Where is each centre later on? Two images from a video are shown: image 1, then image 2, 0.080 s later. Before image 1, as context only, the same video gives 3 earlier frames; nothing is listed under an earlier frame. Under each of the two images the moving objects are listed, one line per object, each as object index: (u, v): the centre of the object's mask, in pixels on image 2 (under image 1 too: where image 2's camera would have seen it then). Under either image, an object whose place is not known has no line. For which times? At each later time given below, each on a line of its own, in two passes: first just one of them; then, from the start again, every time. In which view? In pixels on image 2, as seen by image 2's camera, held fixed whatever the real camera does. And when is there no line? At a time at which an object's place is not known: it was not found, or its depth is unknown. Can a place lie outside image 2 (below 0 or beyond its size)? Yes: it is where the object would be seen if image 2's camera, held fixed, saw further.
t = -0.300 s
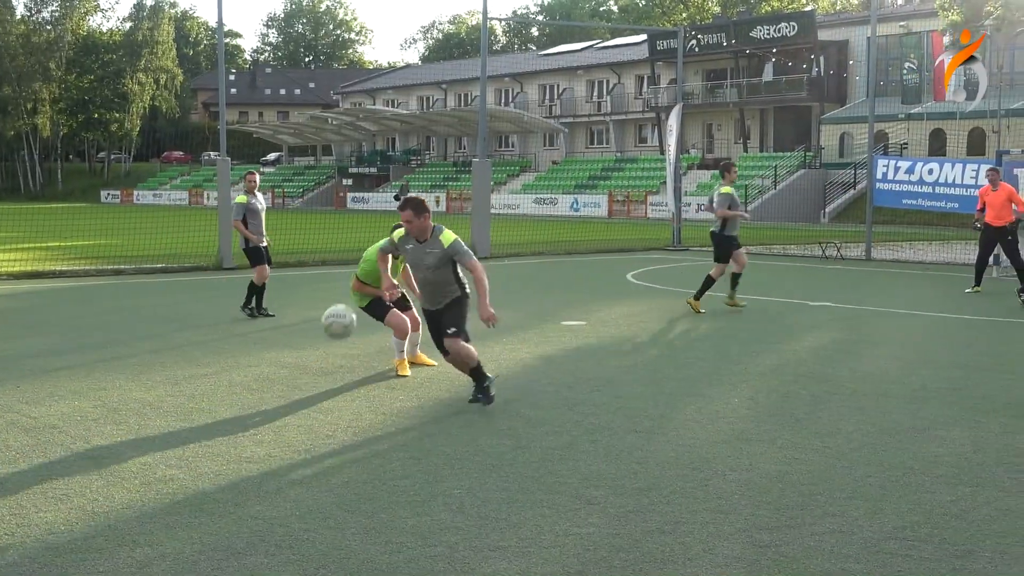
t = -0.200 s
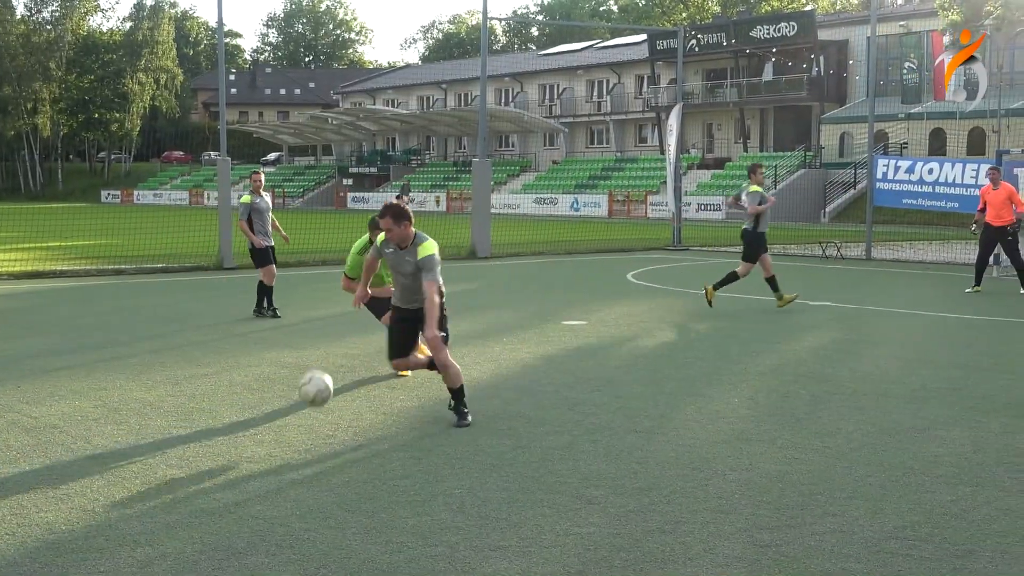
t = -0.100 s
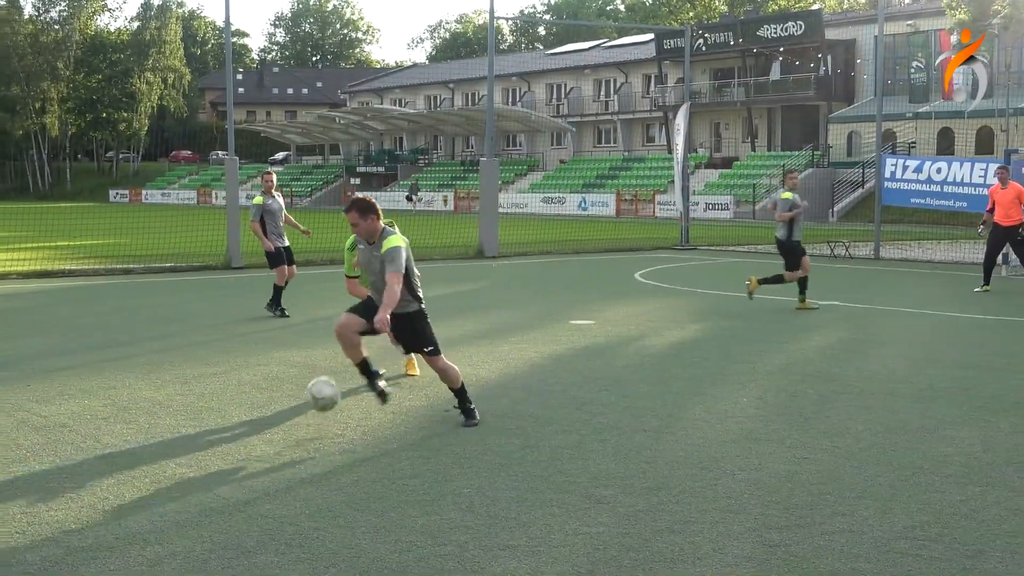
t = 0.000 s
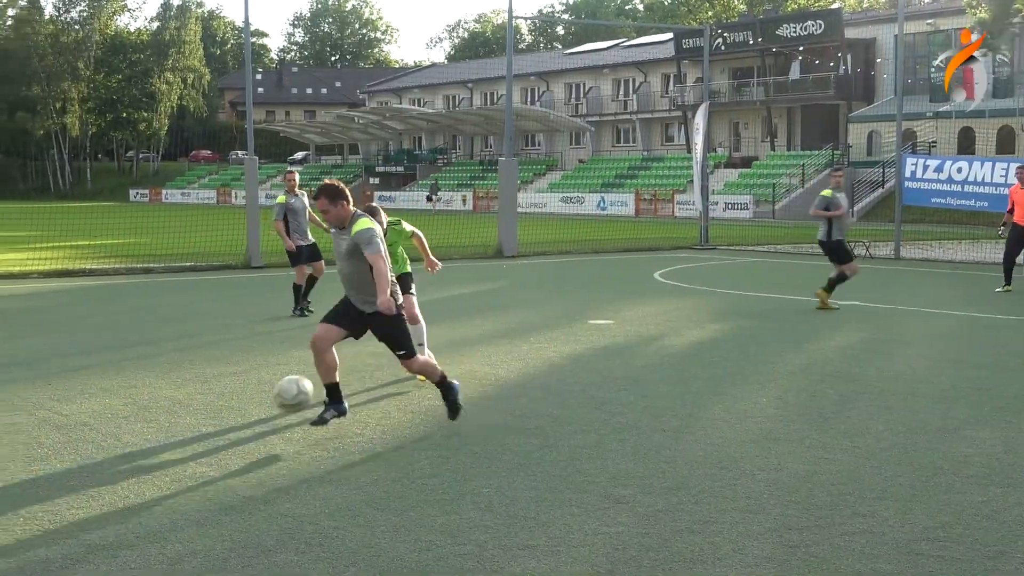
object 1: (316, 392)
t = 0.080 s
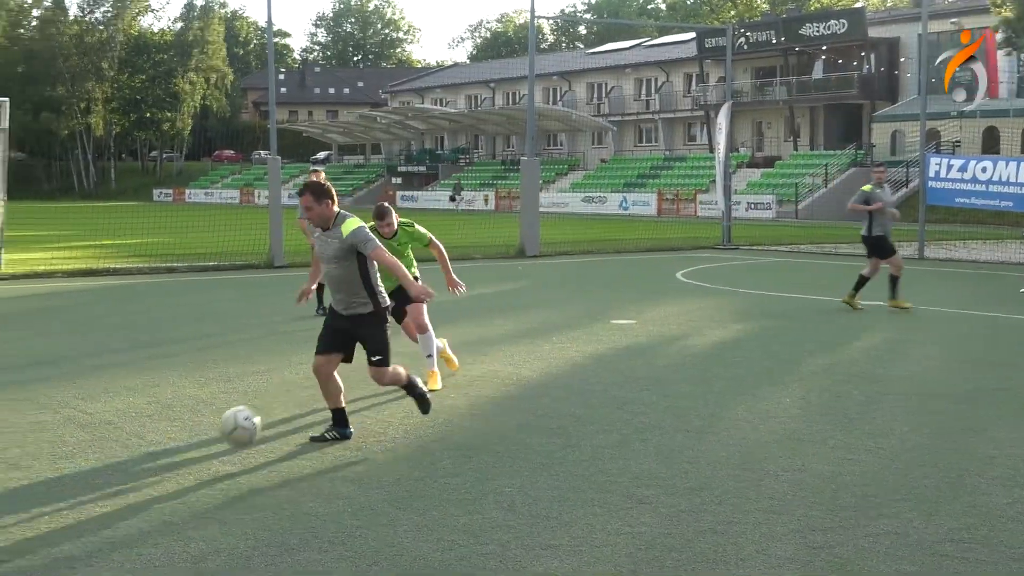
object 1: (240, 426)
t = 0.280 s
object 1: (35, 484)
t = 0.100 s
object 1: (219, 437)
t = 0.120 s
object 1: (197, 449)
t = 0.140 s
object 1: (175, 462)
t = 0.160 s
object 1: (151, 478)
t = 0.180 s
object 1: (129, 486)
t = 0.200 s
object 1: (111, 483)
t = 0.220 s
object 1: (93, 482)
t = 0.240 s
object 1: (75, 482)
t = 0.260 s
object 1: (56, 482)
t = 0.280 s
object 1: (35, 484)
